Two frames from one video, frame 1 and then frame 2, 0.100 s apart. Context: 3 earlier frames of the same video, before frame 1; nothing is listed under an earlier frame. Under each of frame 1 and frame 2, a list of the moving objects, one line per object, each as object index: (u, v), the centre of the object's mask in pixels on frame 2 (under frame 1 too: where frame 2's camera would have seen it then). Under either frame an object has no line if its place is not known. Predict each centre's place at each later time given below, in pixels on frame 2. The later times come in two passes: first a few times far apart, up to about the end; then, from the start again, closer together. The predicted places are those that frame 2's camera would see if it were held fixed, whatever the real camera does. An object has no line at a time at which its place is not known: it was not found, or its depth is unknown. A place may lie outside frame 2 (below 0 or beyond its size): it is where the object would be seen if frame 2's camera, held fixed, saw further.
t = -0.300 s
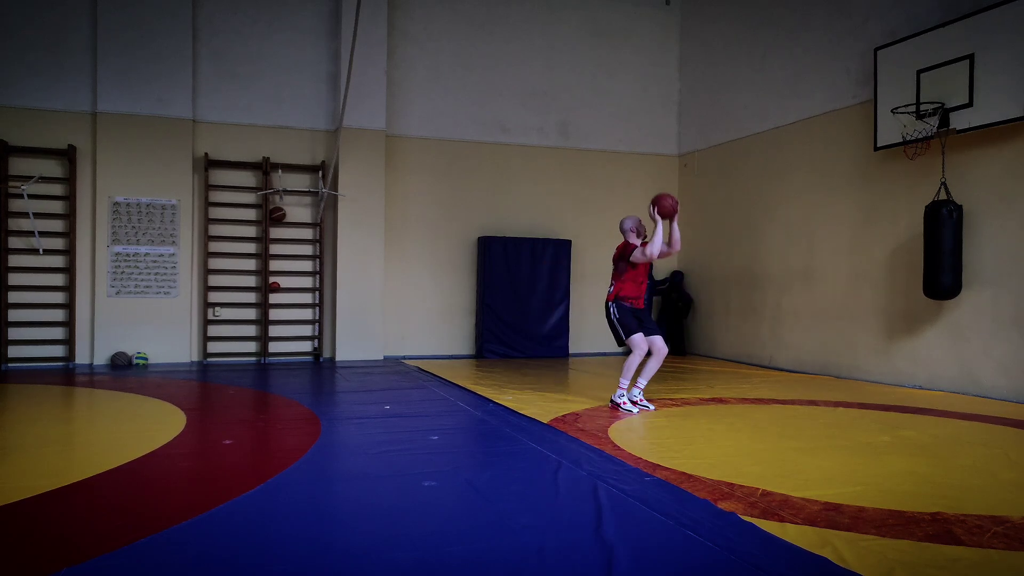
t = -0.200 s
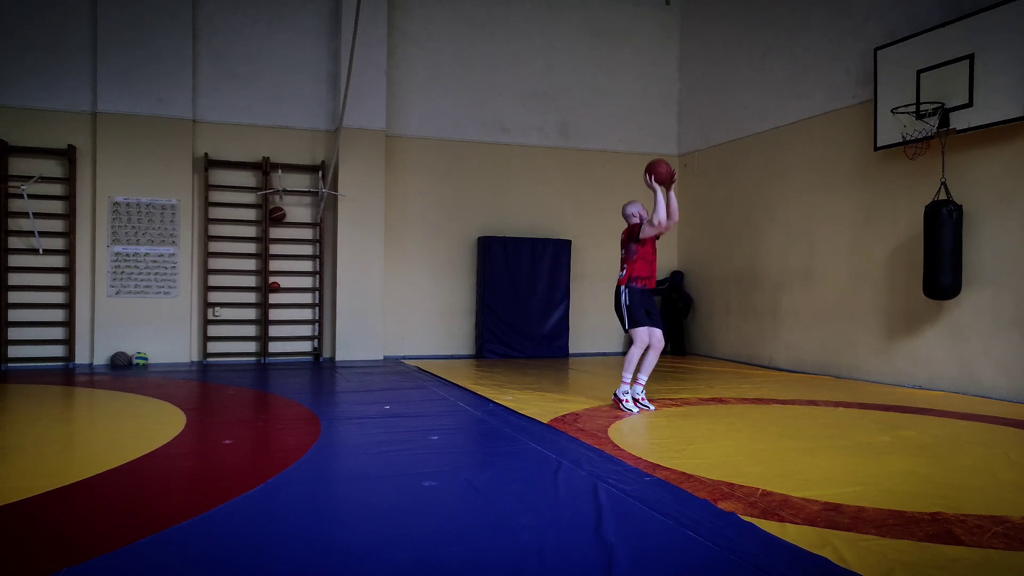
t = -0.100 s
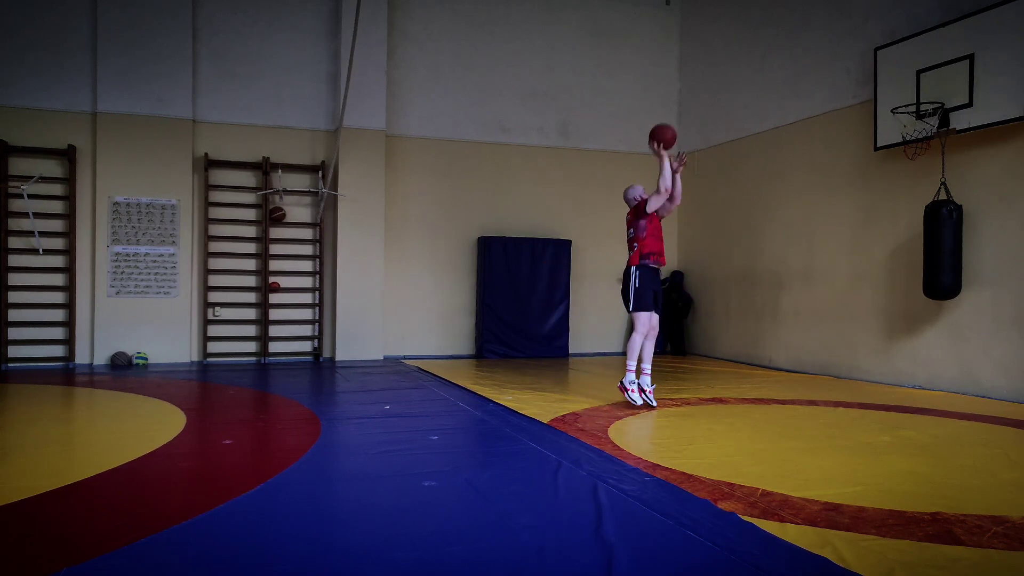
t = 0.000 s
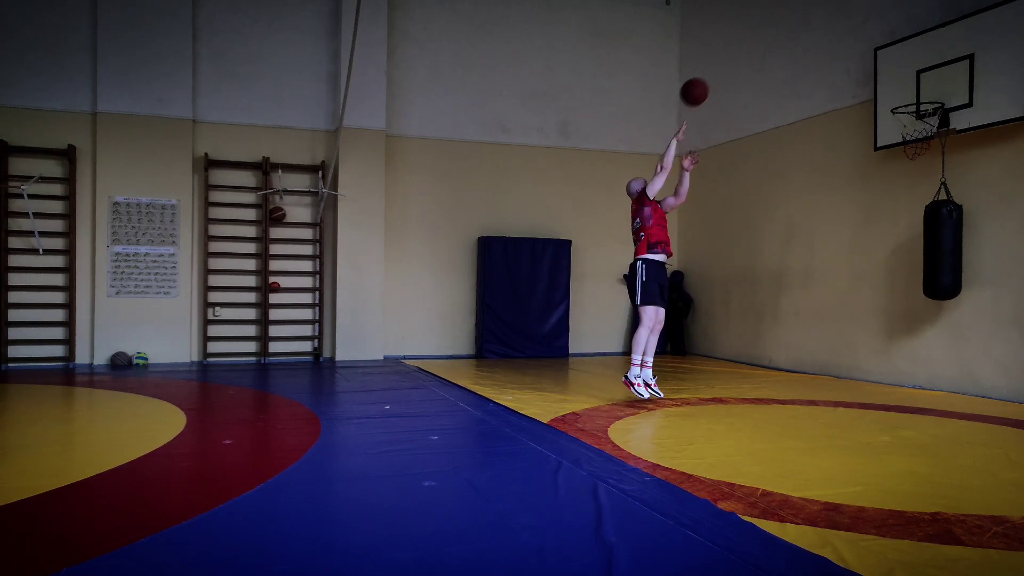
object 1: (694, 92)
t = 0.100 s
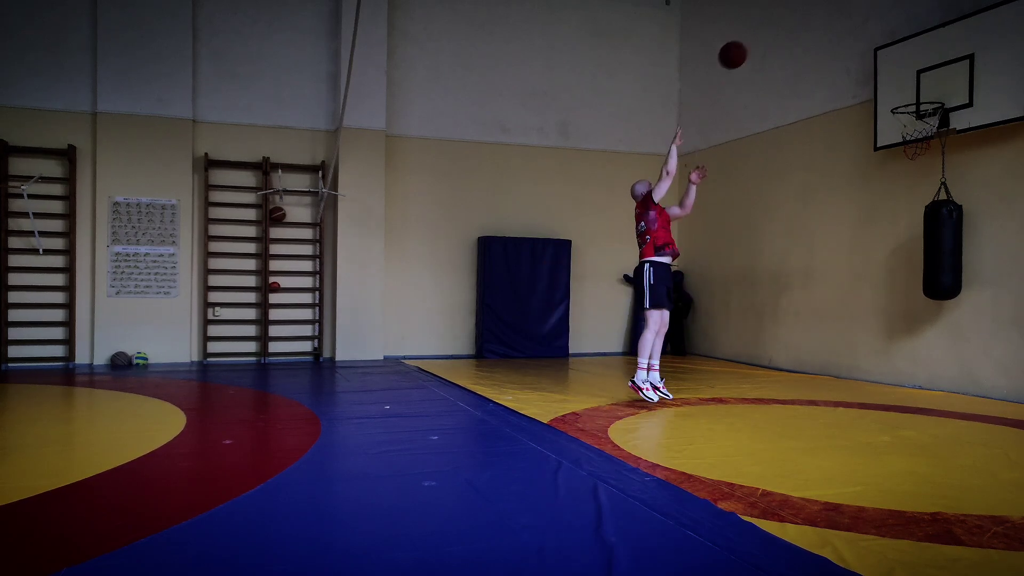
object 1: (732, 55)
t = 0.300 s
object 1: (806, 13)
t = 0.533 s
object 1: (884, 19)
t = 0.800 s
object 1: (967, 89)
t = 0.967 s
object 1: (939, 147)
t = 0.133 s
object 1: (745, 45)
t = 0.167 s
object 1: (758, 36)
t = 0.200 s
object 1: (770, 29)
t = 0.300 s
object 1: (806, 13)
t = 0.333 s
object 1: (817, 11)
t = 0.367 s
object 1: (829, 11)
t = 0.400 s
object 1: (840, 10)
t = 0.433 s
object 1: (851, 11)
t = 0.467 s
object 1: (862, 12)
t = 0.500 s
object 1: (873, 15)
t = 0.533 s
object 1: (884, 19)
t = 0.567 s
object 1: (895, 24)
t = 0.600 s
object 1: (906, 30)
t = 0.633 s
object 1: (916, 37)
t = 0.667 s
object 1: (927, 45)
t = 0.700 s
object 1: (937, 54)
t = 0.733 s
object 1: (947, 65)
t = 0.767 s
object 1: (957, 77)
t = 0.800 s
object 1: (967, 89)
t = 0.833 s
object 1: (965, 99)
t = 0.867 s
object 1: (959, 109)
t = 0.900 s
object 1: (952, 121)
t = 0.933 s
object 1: (946, 133)
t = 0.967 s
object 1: (939, 147)
